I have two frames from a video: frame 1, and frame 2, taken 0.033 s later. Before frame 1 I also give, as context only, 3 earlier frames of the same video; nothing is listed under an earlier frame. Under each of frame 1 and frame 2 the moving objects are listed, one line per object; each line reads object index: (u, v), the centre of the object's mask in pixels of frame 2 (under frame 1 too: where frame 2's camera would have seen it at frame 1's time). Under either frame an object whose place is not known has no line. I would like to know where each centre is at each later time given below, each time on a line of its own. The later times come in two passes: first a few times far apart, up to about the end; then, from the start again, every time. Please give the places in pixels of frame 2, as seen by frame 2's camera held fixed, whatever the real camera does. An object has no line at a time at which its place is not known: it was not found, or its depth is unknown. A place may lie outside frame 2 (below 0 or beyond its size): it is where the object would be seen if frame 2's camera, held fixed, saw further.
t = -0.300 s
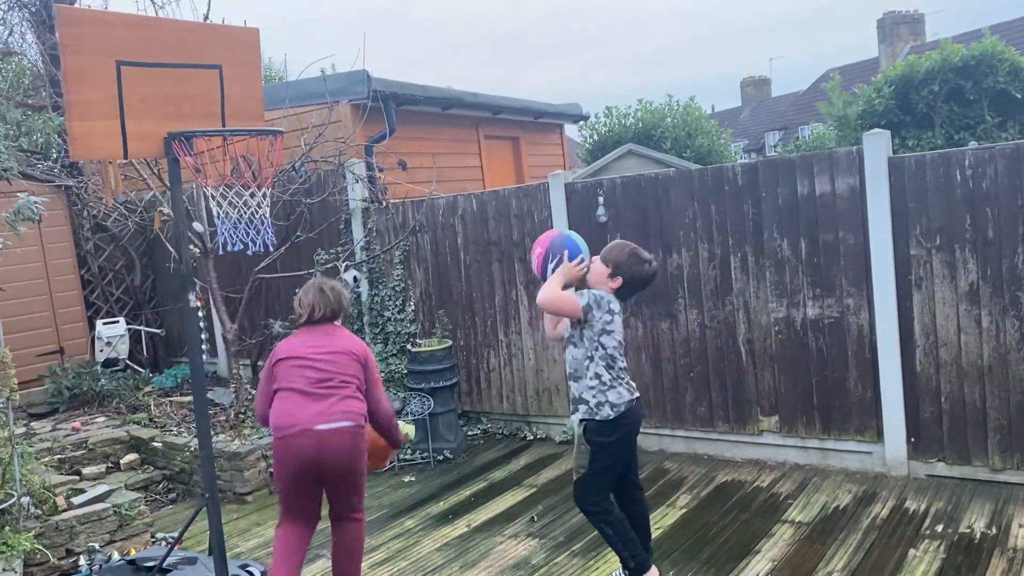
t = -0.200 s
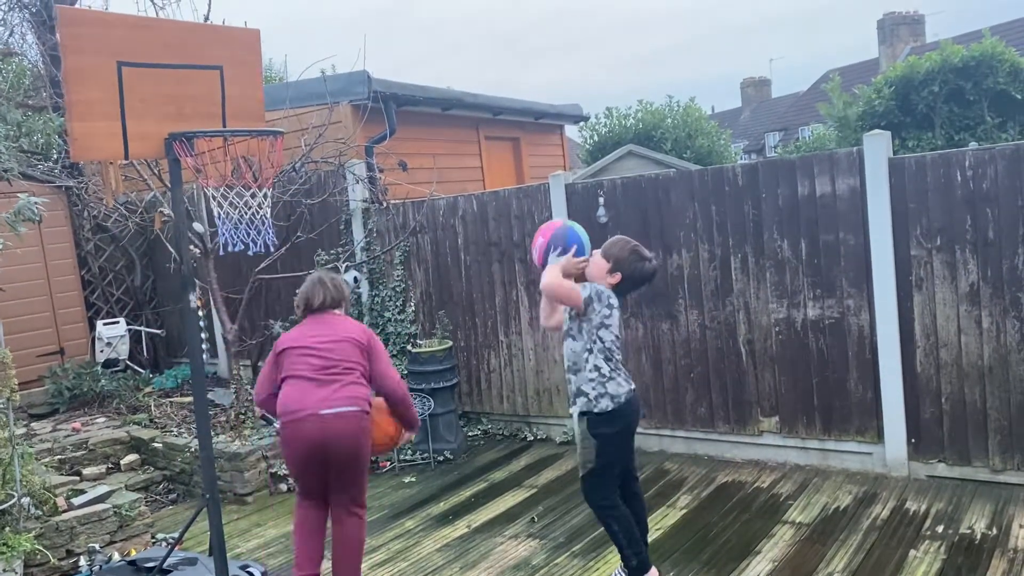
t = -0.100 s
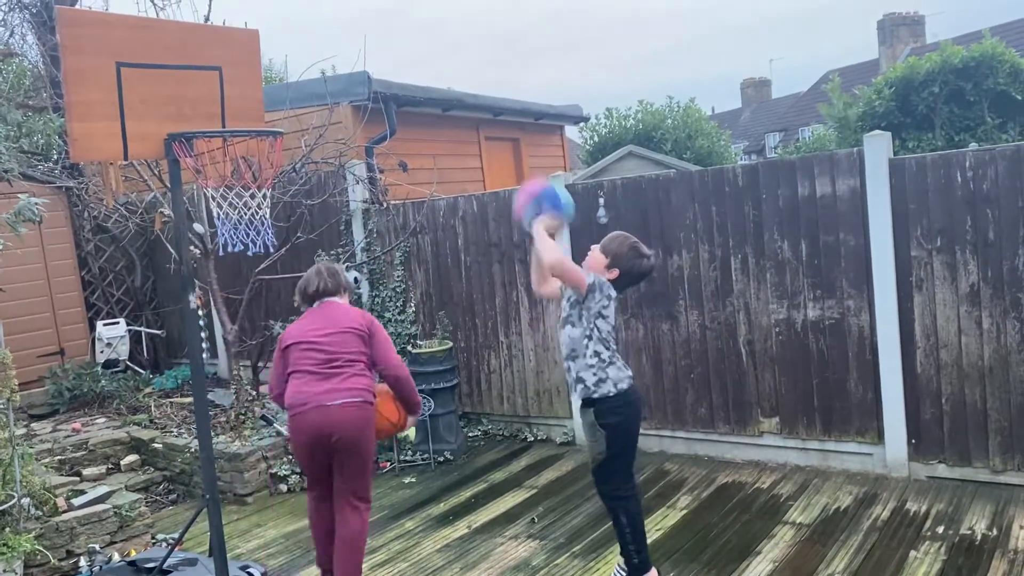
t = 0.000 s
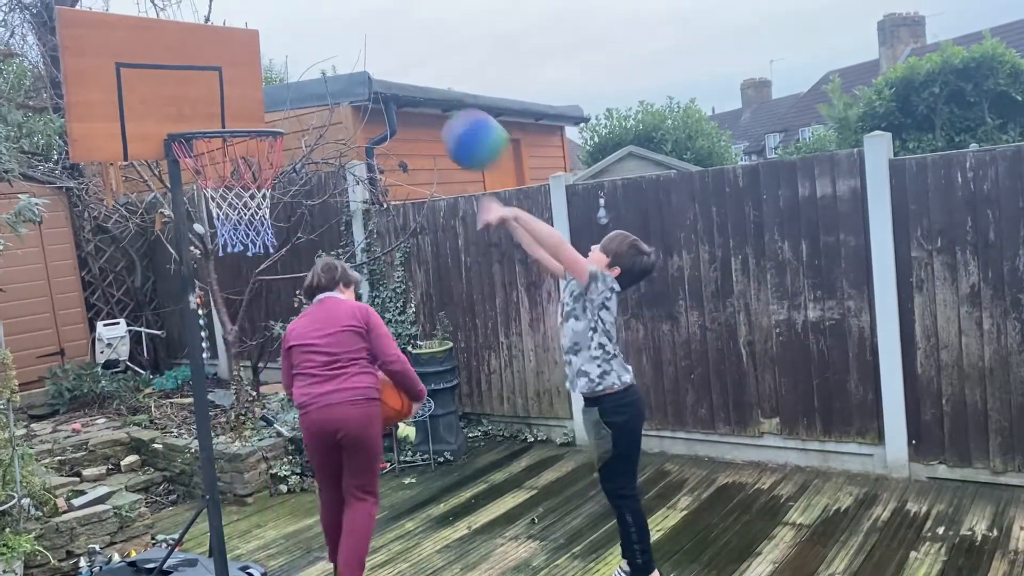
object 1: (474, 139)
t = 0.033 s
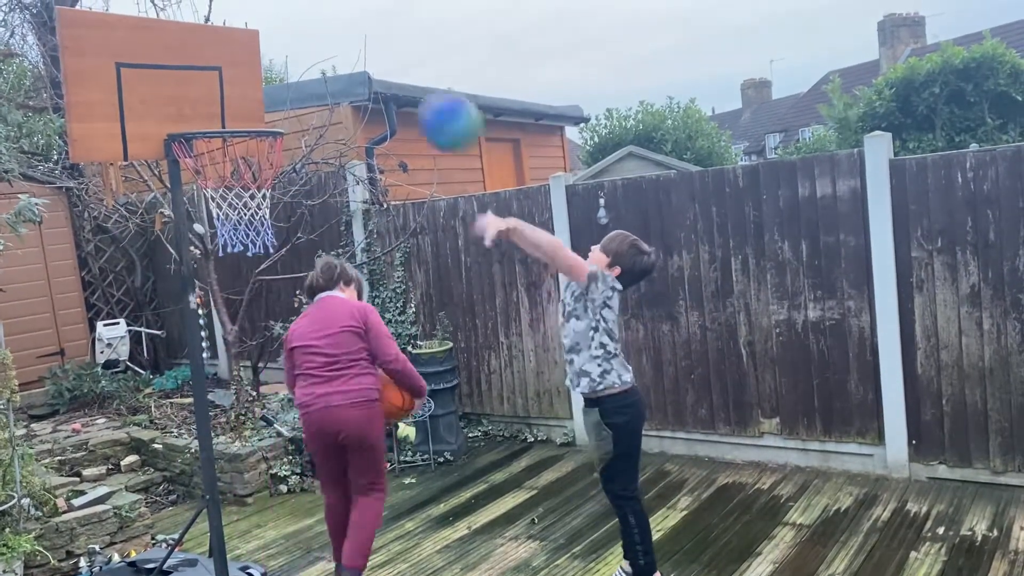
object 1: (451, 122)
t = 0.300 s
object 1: (260, 72)
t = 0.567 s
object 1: (231, 127)
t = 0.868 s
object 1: (220, 188)
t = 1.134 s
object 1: (255, 348)
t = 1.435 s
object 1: (308, 489)
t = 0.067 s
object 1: (425, 106)
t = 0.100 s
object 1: (399, 93)
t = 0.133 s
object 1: (374, 82)
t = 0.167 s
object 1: (351, 75)
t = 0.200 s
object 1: (328, 71)
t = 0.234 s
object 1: (305, 68)
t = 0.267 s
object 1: (283, 69)
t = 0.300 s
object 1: (260, 72)
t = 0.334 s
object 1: (240, 77)
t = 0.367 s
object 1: (234, 85)
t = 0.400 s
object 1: (239, 95)
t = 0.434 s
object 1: (243, 103)
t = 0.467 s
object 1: (244, 106)
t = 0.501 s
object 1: (243, 117)
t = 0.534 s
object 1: (240, 123)
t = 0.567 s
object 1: (231, 127)
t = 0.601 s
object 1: (223, 130)
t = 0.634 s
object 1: (217, 134)
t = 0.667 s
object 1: (211, 137)
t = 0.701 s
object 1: (211, 141)
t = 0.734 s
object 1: (208, 150)
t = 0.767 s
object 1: (221, 159)
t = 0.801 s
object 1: (210, 163)
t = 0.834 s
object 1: (223, 172)
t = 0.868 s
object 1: (220, 188)
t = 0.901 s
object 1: (224, 202)
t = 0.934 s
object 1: (229, 219)
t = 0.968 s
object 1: (211, 239)
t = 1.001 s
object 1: (216, 255)
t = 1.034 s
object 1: (221, 275)
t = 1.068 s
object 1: (233, 294)
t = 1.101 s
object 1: (244, 319)
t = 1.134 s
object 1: (255, 348)
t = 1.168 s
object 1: (266, 380)
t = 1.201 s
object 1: (275, 412)
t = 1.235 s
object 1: (283, 448)
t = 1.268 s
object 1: (291, 485)
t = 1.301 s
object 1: (299, 522)
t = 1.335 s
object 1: (308, 556)
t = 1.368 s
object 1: (309, 551)
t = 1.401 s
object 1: (308, 518)
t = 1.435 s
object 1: (308, 489)
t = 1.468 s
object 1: (307, 463)
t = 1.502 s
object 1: (308, 439)
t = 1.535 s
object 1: (307, 416)
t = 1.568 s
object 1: (309, 397)
